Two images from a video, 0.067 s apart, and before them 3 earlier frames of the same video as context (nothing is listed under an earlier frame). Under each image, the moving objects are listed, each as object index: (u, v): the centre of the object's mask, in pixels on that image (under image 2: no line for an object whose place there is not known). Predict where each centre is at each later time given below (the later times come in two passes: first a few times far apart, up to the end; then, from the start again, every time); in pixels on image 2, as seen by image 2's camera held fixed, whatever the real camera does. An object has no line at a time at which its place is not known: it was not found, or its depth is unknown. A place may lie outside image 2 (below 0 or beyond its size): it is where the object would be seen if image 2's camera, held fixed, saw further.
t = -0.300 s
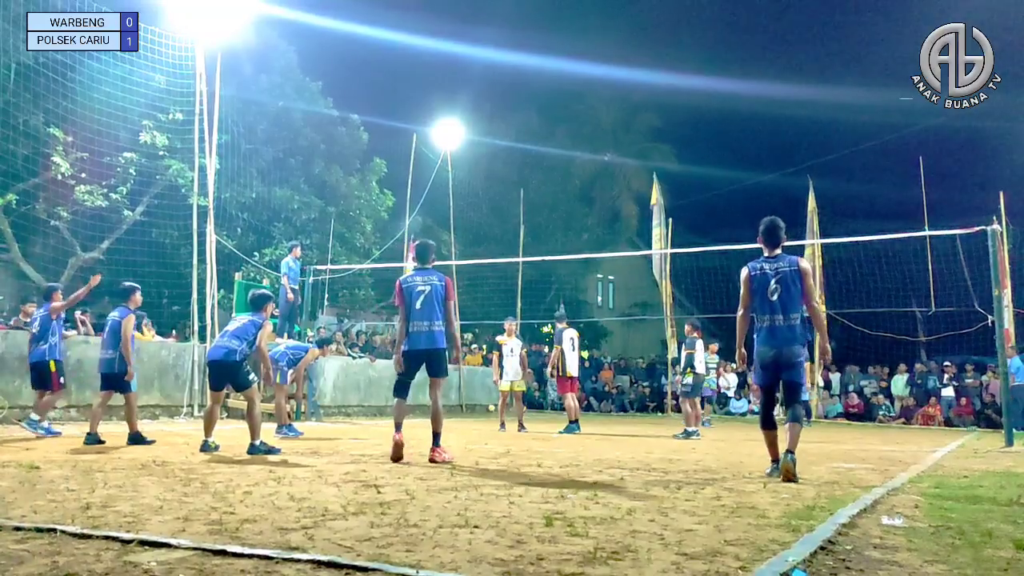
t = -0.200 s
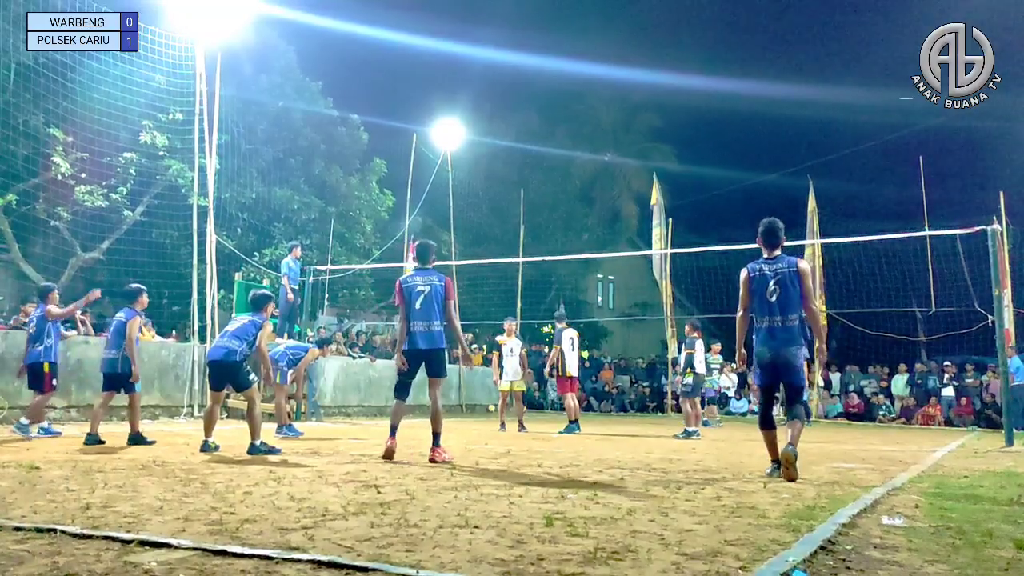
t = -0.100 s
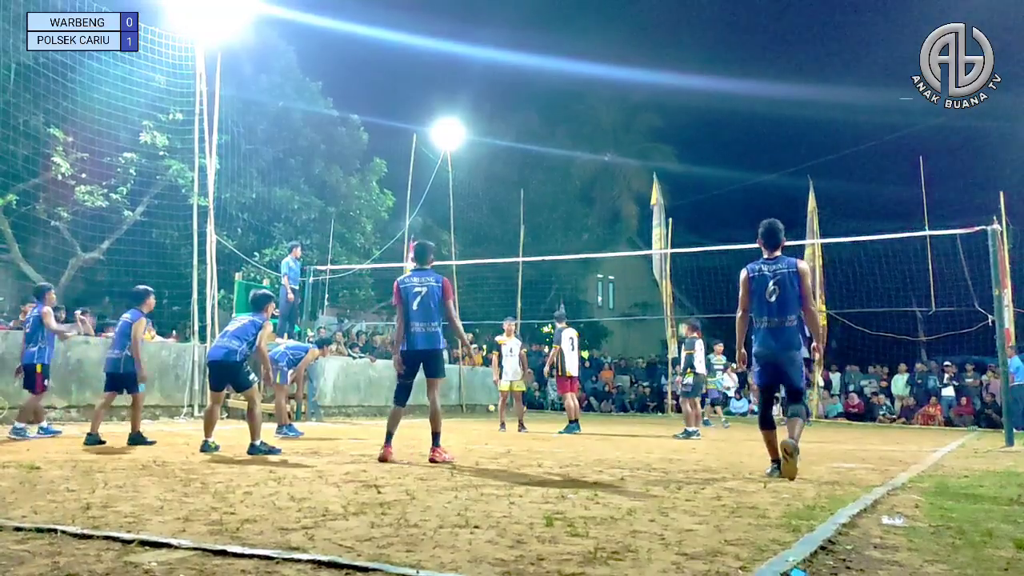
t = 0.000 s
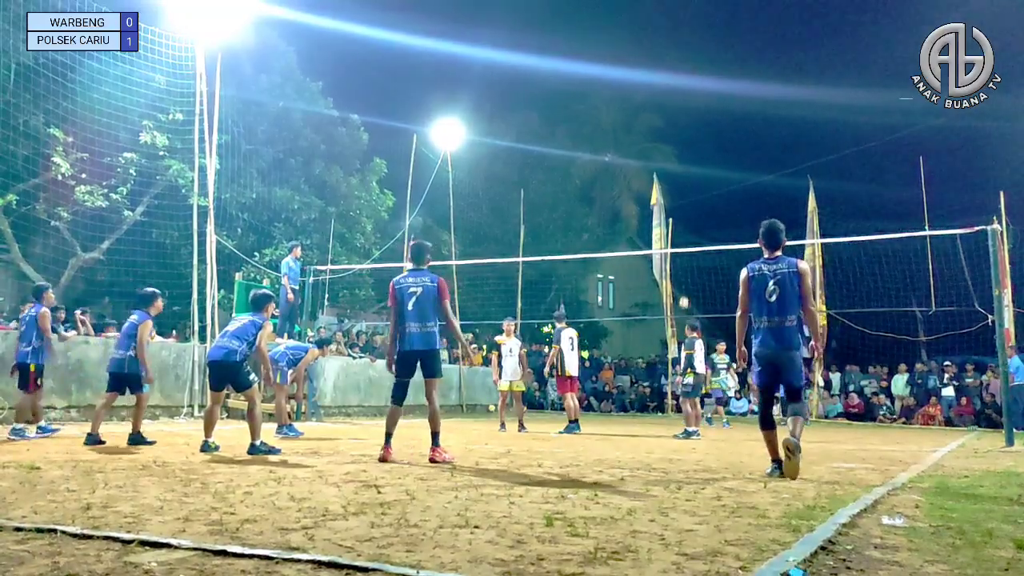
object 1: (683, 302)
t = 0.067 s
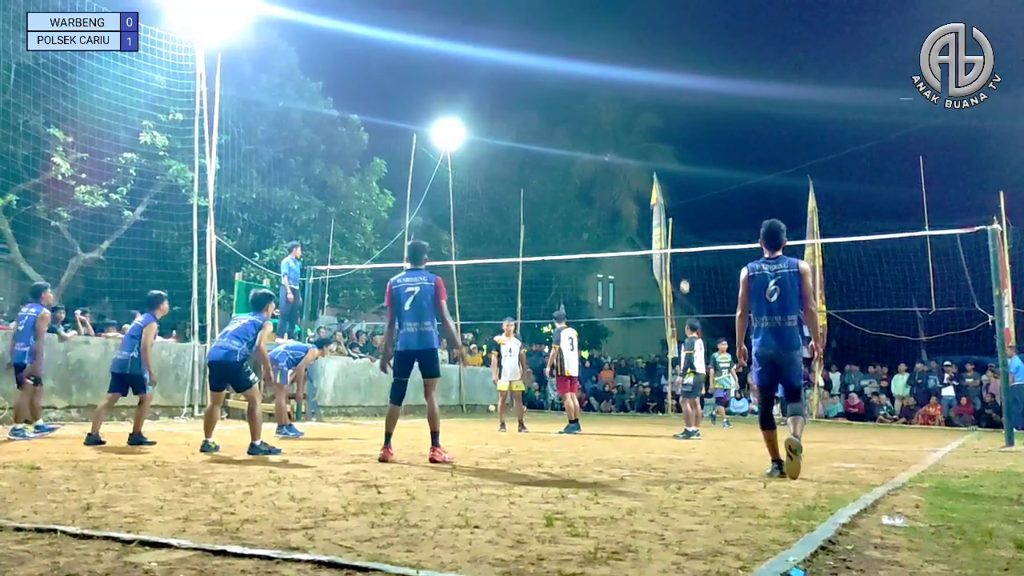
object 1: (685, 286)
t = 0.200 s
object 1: (686, 261)
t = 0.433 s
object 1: (689, 233)
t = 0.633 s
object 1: (693, 227)
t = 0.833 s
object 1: (697, 237)
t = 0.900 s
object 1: (698, 243)
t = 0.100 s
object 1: (685, 279)
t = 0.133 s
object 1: (685, 273)
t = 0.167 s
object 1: (686, 266)
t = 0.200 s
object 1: (686, 261)
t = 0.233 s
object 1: (686, 256)
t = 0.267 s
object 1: (687, 251)
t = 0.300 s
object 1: (688, 245)
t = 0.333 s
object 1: (688, 242)
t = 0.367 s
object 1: (688, 239)
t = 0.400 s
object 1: (689, 236)
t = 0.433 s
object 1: (689, 233)
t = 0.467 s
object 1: (690, 231)
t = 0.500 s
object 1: (691, 229)
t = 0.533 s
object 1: (691, 228)
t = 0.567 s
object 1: (692, 227)
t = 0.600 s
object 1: (692, 227)
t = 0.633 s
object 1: (693, 227)
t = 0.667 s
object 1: (694, 228)
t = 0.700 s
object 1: (694, 228)
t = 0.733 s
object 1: (695, 230)
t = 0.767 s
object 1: (695, 232)
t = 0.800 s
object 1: (696, 234)
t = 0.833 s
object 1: (697, 237)
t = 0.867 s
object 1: (697, 240)
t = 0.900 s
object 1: (698, 243)
